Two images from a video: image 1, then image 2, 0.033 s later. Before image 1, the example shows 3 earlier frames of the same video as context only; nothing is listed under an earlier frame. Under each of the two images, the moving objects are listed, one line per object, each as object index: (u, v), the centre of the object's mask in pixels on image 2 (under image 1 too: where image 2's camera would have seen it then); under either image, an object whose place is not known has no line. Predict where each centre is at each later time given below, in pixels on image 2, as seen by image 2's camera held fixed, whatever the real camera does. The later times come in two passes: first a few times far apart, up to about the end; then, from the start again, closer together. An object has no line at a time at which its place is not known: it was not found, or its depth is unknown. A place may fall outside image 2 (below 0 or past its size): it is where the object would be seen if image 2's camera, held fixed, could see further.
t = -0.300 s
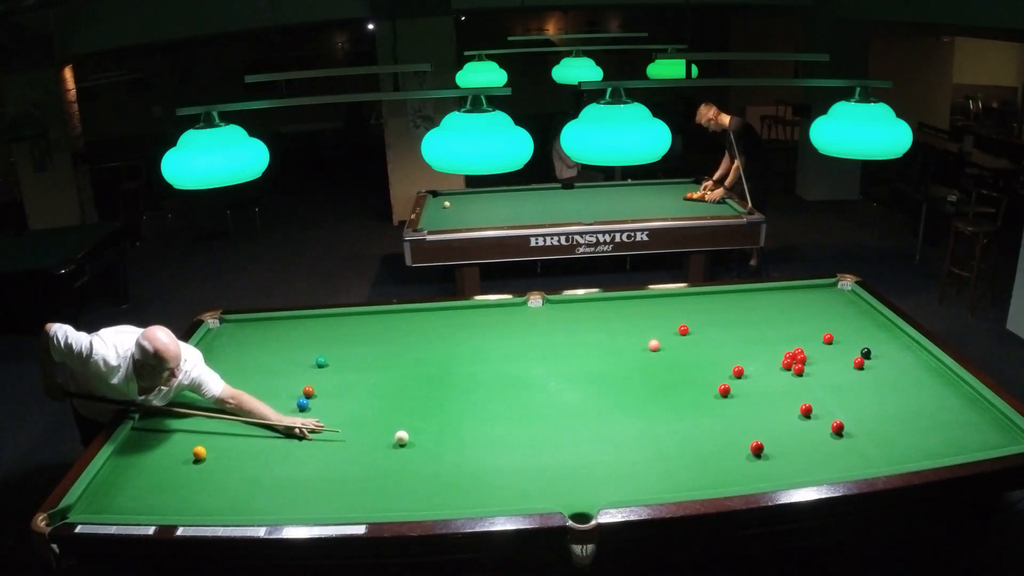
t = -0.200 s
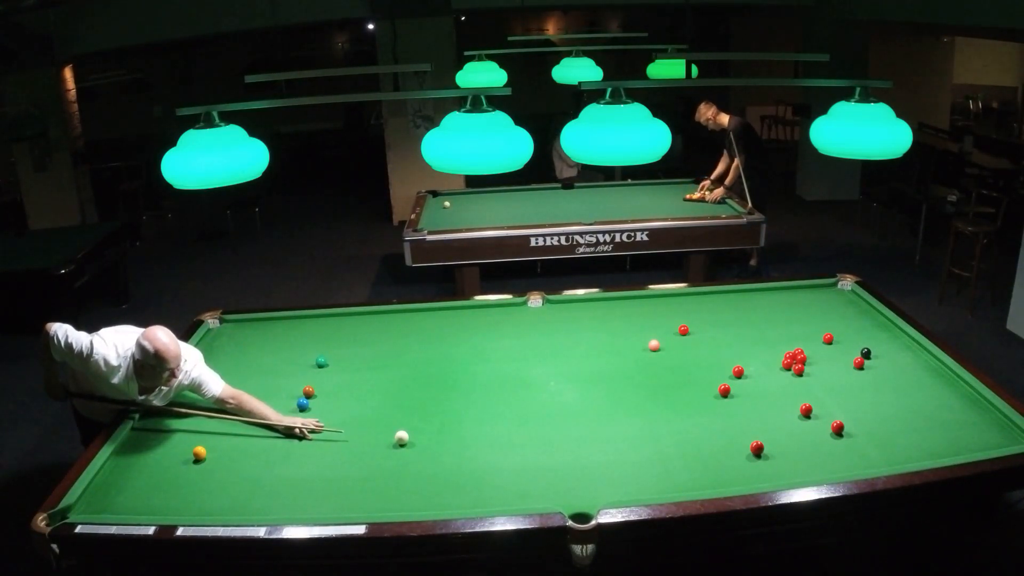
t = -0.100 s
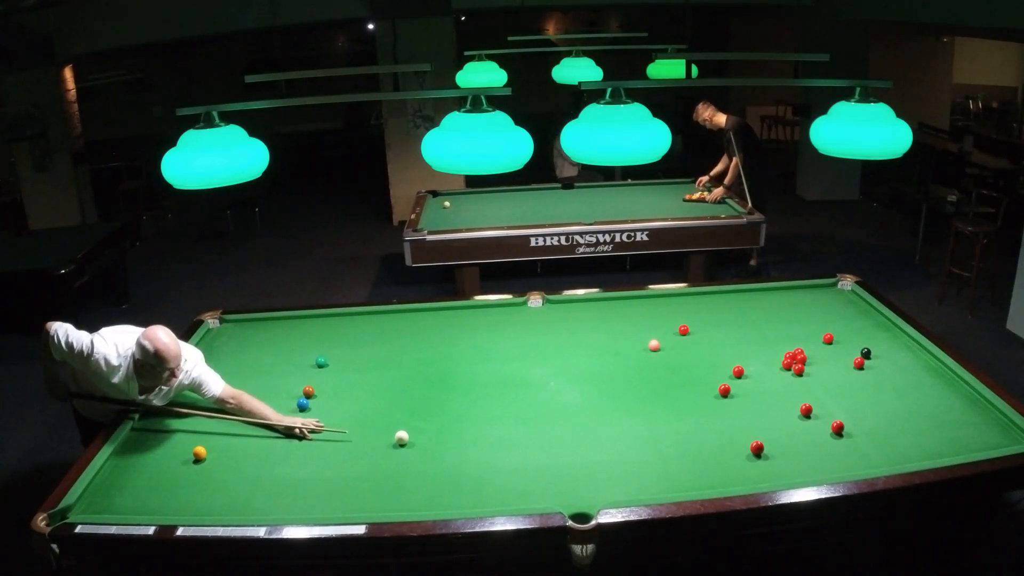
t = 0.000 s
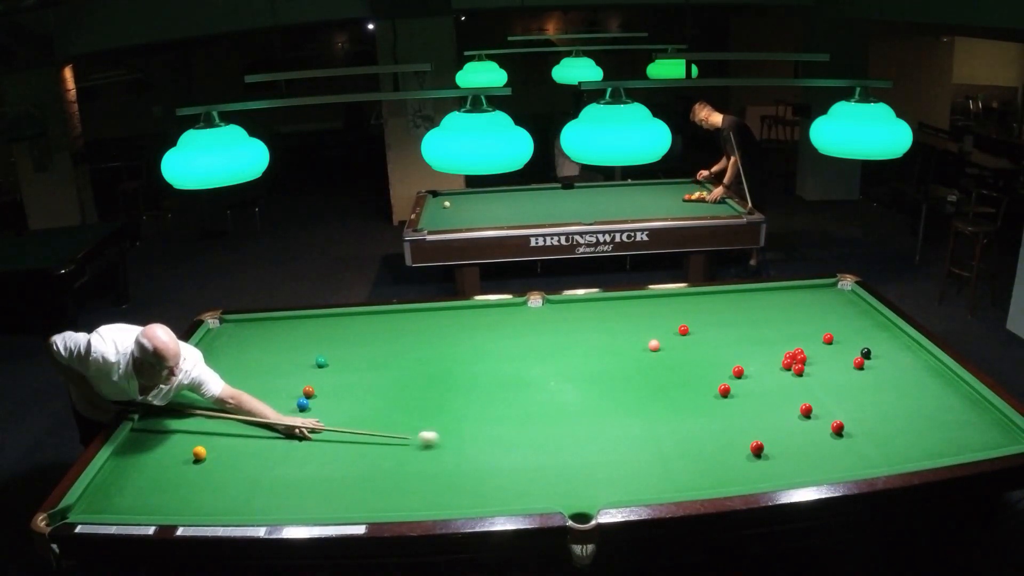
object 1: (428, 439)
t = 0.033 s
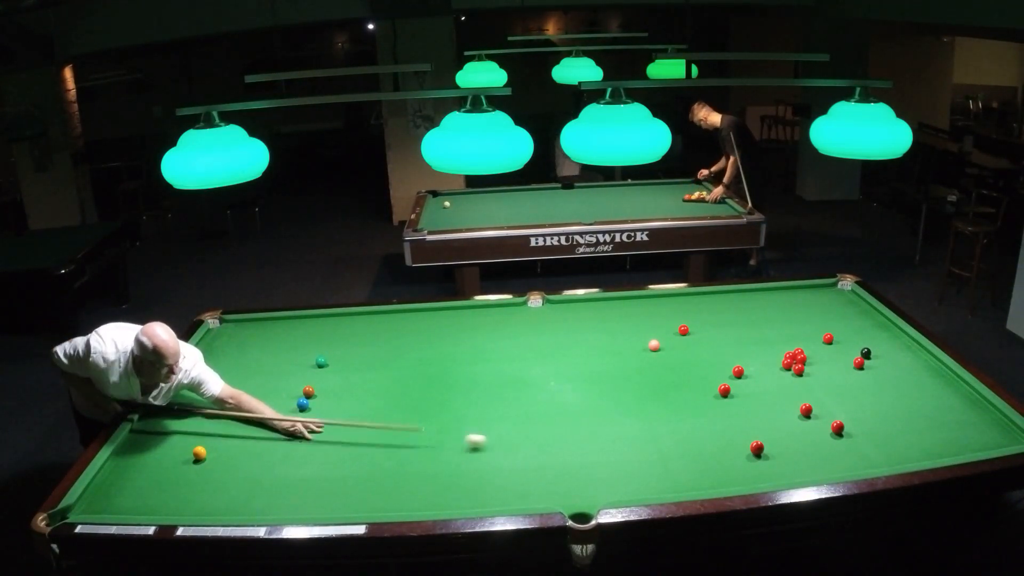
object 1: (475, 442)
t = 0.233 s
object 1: (743, 449)
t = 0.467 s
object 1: (772, 448)
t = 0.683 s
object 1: (815, 447)
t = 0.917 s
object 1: (858, 445)
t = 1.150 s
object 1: (898, 442)
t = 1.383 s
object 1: (936, 440)
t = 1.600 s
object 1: (968, 438)
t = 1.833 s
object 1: (1000, 435)
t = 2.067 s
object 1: (1014, 432)
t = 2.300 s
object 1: (990, 429)
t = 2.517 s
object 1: (969, 425)
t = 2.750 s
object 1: (948, 422)
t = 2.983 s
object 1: (929, 419)
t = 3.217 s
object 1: (911, 415)
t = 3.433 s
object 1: (895, 412)
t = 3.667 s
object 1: (879, 410)
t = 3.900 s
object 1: (865, 407)
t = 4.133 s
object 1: (852, 404)
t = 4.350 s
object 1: (841, 402)
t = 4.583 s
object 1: (832, 399)
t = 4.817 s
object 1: (823, 397)
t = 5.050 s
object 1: (815, 396)
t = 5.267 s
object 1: (808, 394)
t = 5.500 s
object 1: (802, 393)
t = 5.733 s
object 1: (798, 392)
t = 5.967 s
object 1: (794, 392)
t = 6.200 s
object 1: (792, 391)
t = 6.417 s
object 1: (791, 391)
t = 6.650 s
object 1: (791, 391)
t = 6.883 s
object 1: (791, 391)
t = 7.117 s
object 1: (791, 391)
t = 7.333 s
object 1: (791, 391)
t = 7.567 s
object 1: (791, 391)
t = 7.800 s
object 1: (791, 391)
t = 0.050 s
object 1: (499, 443)
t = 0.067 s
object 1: (523, 444)
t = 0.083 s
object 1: (547, 445)
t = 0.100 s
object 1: (571, 446)
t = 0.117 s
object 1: (594, 447)
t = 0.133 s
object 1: (618, 447)
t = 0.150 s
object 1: (642, 448)
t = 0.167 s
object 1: (665, 448)
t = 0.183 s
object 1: (688, 448)
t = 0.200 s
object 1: (711, 449)
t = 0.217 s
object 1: (732, 448)
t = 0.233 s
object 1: (743, 449)
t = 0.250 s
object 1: (744, 449)
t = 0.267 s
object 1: (744, 449)
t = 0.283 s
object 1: (746, 449)
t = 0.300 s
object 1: (747, 449)
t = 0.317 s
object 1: (748, 449)
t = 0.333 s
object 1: (750, 449)
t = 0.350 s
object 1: (752, 449)
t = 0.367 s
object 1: (754, 449)
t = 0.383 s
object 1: (756, 449)
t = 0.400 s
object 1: (759, 449)
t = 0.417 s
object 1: (762, 449)
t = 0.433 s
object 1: (765, 449)
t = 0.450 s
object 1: (768, 448)
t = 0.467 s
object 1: (772, 448)
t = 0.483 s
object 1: (775, 448)
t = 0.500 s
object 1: (779, 448)
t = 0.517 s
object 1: (782, 448)
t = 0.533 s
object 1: (785, 448)
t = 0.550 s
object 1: (789, 448)
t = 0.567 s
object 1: (792, 448)
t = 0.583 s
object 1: (795, 448)
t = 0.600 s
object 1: (798, 448)
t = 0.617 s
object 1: (802, 447)
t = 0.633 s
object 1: (805, 447)
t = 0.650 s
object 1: (808, 447)
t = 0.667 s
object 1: (811, 447)
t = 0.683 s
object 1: (815, 447)
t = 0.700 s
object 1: (818, 447)
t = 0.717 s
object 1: (821, 447)
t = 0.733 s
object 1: (824, 447)
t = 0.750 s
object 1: (827, 446)
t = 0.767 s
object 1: (831, 446)
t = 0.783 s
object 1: (833, 446)
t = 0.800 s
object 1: (837, 446)
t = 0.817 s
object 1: (840, 446)
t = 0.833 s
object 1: (843, 446)
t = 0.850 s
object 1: (846, 445)
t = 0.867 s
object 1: (849, 445)
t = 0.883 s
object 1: (852, 445)
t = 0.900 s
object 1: (855, 445)
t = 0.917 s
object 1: (858, 445)
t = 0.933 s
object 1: (861, 444)
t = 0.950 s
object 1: (864, 444)
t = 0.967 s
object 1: (867, 444)
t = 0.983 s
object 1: (870, 444)
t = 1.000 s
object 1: (873, 444)
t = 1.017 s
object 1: (876, 443)
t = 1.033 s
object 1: (879, 443)
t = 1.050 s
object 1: (882, 443)
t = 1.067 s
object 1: (884, 443)
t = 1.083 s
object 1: (887, 443)
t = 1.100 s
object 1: (890, 443)
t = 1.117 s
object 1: (893, 443)
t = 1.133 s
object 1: (895, 442)
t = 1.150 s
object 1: (898, 442)
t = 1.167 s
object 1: (901, 442)
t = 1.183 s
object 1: (904, 442)
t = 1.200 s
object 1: (907, 442)
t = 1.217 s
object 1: (909, 441)
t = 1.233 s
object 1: (912, 441)
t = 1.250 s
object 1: (915, 441)
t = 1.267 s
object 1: (917, 441)
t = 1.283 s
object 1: (920, 441)
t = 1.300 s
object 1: (923, 441)
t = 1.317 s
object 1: (925, 441)
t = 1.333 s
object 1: (928, 441)
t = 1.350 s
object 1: (931, 440)
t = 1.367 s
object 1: (933, 440)
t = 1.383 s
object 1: (936, 440)
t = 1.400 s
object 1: (939, 440)
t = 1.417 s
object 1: (941, 440)
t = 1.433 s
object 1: (944, 440)
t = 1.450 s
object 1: (946, 439)
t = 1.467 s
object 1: (949, 439)
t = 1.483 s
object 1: (951, 439)
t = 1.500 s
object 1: (954, 439)
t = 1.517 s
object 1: (956, 439)
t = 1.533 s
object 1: (959, 438)
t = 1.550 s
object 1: (961, 438)
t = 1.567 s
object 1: (963, 438)
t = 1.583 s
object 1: (966, 438)
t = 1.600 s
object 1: (968, 438)
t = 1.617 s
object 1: (971, 438)
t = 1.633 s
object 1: (973, 437)
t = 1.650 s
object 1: (975, 437)
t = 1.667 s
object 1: (978, 437)
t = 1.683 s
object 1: (980, 437)
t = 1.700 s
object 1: (982, 437)
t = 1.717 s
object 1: (985, 436)
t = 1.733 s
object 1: (987, 436)
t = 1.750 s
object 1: (989, 436)
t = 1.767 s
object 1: (991, 436)
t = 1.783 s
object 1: (994, 435)
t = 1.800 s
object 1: (996, 435)
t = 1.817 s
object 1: (998, 435)
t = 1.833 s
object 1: (1000, 435)
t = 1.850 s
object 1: (1003, 435)
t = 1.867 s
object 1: (1005, 435)
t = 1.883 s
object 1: (1007, 434)
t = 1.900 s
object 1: (1009, 434)
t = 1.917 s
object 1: (1011, 434)
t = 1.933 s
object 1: (1013, 434)
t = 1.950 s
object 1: (1016, 434)
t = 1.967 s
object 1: (1018, 433)
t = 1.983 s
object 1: (1019, 433)
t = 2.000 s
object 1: (1019, 433)
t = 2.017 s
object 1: (1018, 433)
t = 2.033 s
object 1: (1016, 432)
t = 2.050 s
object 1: (1015, 432)
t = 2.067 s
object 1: (1014, 432)
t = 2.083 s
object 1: (1011, 431)
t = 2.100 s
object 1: (1009, 431)
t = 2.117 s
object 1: (1008, 431)
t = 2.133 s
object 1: (1006, 431)
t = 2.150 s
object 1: (1005, 431)
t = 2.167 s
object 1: (1003, 430)
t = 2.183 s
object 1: (1001, 430)
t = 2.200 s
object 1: (999, 430)
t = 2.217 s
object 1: (998, 430)
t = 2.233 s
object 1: (996, 430)
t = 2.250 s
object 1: (994, 429)
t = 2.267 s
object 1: (993, 429)
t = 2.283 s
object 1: (991, 429)
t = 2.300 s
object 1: (990, 429)
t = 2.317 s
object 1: (988, 428)
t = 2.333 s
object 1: (986, 428)
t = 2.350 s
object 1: (985, 428)
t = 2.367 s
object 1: (983, 428)
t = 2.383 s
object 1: (982, 428)
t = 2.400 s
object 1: (980, 427)
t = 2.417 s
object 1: (978, 427)
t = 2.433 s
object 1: (977, 426)
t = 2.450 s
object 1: (975, 426)
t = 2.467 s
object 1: (974, 426)
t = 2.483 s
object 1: (972, 426)
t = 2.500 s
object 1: (971, 425)
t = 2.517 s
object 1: (969, 425)
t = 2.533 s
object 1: (967, 425)
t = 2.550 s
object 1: (966, 425)
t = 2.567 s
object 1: (965, 425)
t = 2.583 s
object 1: (963, 424)
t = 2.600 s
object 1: (962, 424)
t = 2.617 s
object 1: (960, 424)
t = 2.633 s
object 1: (959, 424)
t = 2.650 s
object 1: (957, 423)
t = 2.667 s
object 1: (955, 423)
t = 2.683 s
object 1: (954, 423)
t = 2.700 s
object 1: (953, 423)
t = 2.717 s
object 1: (951, 423)
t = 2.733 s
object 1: (950, 422)
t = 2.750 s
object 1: (948, 422)
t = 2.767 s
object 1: (947, 422)
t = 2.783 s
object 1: (945, 422)
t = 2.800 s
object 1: (944, 422)
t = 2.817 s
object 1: (942, 421)
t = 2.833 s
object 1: (941, 421)
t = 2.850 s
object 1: (939, 421)
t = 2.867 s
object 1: (938, 420)
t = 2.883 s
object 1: (937, 420)
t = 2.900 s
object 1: (935, 420)
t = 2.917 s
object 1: (934, 420)
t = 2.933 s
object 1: (932, 419)
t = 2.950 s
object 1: (931, 419)
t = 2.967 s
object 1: (930, 419)
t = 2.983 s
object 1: (929, 419)
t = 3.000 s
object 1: (927, 418)
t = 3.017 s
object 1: (926, 418)
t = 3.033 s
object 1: (925, 418)
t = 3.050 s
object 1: (923, 418)
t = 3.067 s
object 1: (922, 417)
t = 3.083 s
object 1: (921, 417)
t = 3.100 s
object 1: (920, 417)
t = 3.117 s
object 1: (918, 417)
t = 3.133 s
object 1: (917, 417)
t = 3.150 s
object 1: (916, 416)
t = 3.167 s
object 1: (914, 416)
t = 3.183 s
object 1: (913, 416)
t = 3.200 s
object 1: (912, 416)
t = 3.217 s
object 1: (911, 415)
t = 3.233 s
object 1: (909, 415)
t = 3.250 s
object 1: (908, 415)
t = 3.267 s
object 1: (907, 415)
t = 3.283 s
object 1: (905, 415)
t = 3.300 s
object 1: (904, 414)
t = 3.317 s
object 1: (903, 414)
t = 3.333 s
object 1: (902, 414)
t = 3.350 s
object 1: (901, 414)
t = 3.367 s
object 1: (899, 413)
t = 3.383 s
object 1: (898, 413)
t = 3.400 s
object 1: (897, 413)
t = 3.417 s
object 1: (896, 413)
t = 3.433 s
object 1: (895, 412)
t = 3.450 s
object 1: (894, 412)
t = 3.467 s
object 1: (892, 412)
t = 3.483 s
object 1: (891, 412)
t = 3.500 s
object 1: (890, 412)
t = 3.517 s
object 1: (889, 411)
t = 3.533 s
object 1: (888, 411)
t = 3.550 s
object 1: (887, 411)
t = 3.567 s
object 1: (886, 411)
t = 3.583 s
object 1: (885, 411)
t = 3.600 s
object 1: (884, 410)
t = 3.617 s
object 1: (882, 410)
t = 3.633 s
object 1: (881, 410)
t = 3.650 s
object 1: (880, 410)
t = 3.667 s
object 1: (879, 410)
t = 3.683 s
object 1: (878, 409)
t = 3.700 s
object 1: (877, 409)
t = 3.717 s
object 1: (876, 409)
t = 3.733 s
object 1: (875, 409)
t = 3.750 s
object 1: (874, 409)
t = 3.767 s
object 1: (873, 408)
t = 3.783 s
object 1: (872, 408)
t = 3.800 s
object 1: (871, 408)
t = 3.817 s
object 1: (870, 408)
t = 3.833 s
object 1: (869, 408)
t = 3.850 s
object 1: (868, 407)
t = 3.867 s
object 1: (867, 407)
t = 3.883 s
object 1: (866, 407)
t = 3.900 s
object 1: (865, 407)
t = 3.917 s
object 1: (864, 407)
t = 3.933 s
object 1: (863, 407)
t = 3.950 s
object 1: (862, 406)
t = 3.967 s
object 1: (861, 406)
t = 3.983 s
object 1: (860, 406)
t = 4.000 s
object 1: (860, 406)
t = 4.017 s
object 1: (858, 405)
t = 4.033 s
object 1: (858, 405)
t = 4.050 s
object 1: (857, 405)
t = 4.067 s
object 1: (856, 405)
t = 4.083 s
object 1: (855, 405)
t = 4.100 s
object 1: (854, 404)
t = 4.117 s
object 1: (853, 404)
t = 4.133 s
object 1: (852, 404)
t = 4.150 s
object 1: (851, 404)
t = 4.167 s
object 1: (851, 404)
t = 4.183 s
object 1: (850, 403)
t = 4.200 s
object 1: (849, 403)
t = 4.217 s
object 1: (848, 403)
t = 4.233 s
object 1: (847, 403)
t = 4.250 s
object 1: (847, 403)
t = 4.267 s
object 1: (846, 403)
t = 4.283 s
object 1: (845, 403)
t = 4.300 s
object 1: (844, 402)
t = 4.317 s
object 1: (843, 402)
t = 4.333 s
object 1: (842, 402)
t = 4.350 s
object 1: (841, 402)
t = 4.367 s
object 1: (841, 402)
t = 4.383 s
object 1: (840, 401)
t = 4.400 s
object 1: (840, 401)
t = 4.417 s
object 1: (839, 401)
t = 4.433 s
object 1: (842, 400)
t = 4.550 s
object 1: (830, 397)
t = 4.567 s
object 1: (832, 399)
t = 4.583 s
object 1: (832, 399)
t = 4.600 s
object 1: (831, 399)
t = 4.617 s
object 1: (830, 399)
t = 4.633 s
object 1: (830, 399)
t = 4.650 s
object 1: (829, 398)
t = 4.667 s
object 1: (828, 398)
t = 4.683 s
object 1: (828, 398)
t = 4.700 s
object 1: (827, 398)
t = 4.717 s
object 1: (826, 398)
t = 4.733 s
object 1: (826, 398)
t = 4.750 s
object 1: (825, 398)
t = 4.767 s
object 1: (825, 398)
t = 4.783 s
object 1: (824, 398)
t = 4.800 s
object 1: (823, 398)
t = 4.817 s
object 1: (823, 397)
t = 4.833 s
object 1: (822, 397)
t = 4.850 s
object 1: (821, 397)
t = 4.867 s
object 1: (821, 397)
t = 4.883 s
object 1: (820, 397)
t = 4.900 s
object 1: (820, 397)
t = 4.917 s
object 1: (819, 396)
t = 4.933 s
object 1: (819, 396)
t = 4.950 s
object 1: (818, 396)
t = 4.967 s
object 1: (817, 396)
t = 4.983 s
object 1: (817, 396)
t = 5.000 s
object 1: (816, 396)
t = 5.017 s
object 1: (816, 396)
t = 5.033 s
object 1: (815, 396)
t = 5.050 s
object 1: (815, 396)
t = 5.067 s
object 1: (814, 395)
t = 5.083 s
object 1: (814, 395)
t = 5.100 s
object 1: (813, 395)
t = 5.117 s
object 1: (813, 395)
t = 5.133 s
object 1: (812, 395)
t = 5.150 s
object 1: (811, 395)
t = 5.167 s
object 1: (811, 395)
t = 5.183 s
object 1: (810, 395)
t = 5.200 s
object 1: (810, 395)
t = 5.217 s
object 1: (809, 394)
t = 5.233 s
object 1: (809, 394)
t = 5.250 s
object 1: (808, 394)
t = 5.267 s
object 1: (808, 394)
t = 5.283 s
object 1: (807, 394)
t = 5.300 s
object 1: (807, 394)
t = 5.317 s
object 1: (806, 394)
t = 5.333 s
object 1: (806, 394)
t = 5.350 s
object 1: (806, 394)
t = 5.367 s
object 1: (805, 394)
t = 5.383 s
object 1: (805, 394)
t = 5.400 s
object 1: (804, 394)
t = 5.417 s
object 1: (804, 393)
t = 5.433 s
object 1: (804, 393)
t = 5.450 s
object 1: (803, 393)
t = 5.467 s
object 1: (803, 393)
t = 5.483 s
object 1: (803, 393)
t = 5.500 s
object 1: (802, 393)
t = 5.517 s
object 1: (802, 393)
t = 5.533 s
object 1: (802, 393)
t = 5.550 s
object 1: (801, 393)
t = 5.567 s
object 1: (801, 393)
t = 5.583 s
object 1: (801, 392)
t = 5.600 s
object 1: (800, 392)
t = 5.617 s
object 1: (800, 392)
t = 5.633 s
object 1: (799, 392)
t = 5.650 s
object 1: (799, 392)
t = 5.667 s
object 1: (799, 392)
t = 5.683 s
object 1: (798, 392)
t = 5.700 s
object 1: (798, 392)
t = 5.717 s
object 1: (798, 392)
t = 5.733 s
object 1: (798, 392)
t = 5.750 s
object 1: (797, 392)
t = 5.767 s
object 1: (797, 392)
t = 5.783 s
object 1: (797, 392)
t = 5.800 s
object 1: (796, 392)
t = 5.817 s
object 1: (796, 392)
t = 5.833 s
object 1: (796, 392)
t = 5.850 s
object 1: (795, 392)
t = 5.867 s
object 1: (795, 392)
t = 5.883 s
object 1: (795, 392)
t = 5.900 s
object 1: (795, 392)
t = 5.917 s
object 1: (795, 392)
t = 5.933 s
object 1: (794, 392)
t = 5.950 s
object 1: (794, 392)
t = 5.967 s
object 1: (794, 392)
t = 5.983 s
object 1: (794, 392)
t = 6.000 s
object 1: (794, 392)
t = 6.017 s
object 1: (794, 391)
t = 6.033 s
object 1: (793, 391)
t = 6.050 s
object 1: (793, 391)
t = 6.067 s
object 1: (793, 391)
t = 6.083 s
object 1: (793, 391)
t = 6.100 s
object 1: (793, 391)
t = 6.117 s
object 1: (793, 391)
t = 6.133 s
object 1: (792, 391)
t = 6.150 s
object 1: (792, 391)
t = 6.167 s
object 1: (792, 391)
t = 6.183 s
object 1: (792, 391)
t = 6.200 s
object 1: (792, 391)
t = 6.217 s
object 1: (792, 391)
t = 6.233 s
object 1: (792, 391)
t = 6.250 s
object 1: (792, 391)
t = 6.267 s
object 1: (791, 391)
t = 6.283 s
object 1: (791, 391)
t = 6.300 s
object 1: (791, 391)
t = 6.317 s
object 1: (791, 391)
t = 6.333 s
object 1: (791, 391)
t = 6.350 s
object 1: (791, 391)
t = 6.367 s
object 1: (791, 391)
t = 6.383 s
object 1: (791, 391)
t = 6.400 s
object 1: (791, 391)
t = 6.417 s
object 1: (791, 391)
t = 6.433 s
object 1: (791, 391)
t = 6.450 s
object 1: (791, 391)
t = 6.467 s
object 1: (791, 391)
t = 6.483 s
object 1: (791, 391)
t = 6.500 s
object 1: (791, 391)
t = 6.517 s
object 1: (791, 391)
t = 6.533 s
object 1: (791, 391)
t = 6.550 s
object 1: (791, 391)
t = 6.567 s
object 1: (791, 391)
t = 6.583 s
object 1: (791, 391)
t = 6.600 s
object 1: (791, 391)
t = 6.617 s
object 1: (791, 391)
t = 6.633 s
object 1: (791, 391)
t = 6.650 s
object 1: (791, 391)
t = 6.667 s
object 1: (791, 391)
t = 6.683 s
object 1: (791, 391)
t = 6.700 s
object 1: (791, 391)
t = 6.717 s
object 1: (791, 391)
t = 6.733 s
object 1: (791, 391)
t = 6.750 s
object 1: (791, 391)
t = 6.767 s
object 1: (791, 391)
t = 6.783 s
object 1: (791, 391)
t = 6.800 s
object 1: (791, 391)
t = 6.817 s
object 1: (791, 391)
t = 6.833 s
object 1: (791, 391)
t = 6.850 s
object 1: (791, 391)
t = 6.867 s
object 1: (791, 391)
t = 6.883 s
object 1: (791, 391)
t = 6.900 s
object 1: (791, 391)
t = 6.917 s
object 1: (791, 391)
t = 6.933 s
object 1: (791, 391)
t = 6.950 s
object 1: (791, 391)
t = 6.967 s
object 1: (791, 391)
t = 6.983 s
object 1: (791, 391)
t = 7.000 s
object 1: (791, 391)
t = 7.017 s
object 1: (791, 391)
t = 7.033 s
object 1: (791, 391)
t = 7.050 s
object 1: (791, 391)
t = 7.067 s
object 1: (791, 391)
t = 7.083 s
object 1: (791, 391)
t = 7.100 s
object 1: (791, 391)
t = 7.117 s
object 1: (791, 391)
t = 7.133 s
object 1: (791, 391)
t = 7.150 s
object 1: (791, 391)
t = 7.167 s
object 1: (791, 391)
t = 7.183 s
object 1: (791, 391)
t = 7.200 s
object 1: (791, 391)
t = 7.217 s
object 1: (791, 391)
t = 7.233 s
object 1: (791, 391)
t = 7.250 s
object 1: (791, 391)
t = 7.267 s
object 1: (791, 391)
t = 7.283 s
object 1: (791, 391)
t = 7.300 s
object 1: (791, 391)
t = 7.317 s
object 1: (791, 391)
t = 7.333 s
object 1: (791, 391)
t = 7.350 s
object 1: (791, 391)
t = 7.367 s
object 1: (791, 391)
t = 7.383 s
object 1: (791, 391)
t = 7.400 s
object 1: (791, 391)
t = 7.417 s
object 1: (791, 391)
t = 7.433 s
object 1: (791, 391)
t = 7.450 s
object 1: (791, 391)
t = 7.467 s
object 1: (791, 391)
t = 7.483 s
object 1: (791, 391)
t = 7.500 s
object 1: (791, 391)
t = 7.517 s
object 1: (791, 391)
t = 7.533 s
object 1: (791, 391)
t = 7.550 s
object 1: (791, 391)
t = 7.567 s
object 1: (791, 391)
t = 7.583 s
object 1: (791, 391)
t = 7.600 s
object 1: (791, 391)
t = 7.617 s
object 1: (791, 391)
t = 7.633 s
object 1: (791, 391)
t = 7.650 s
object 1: (791, 391)
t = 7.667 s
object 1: (791, 391)
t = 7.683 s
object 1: (791, 391)
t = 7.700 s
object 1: (791, 391)
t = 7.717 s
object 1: (791, 391)
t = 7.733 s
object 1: (791, 391)
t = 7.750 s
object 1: (791, 391)
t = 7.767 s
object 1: (791, 391)
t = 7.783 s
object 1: (791, 391)
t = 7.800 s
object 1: (791, 391)
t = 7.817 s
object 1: (791, 391)
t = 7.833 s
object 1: (791, 391)
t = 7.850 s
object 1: (791, 391)
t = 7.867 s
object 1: (791, 391)
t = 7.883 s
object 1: (791, 391)
